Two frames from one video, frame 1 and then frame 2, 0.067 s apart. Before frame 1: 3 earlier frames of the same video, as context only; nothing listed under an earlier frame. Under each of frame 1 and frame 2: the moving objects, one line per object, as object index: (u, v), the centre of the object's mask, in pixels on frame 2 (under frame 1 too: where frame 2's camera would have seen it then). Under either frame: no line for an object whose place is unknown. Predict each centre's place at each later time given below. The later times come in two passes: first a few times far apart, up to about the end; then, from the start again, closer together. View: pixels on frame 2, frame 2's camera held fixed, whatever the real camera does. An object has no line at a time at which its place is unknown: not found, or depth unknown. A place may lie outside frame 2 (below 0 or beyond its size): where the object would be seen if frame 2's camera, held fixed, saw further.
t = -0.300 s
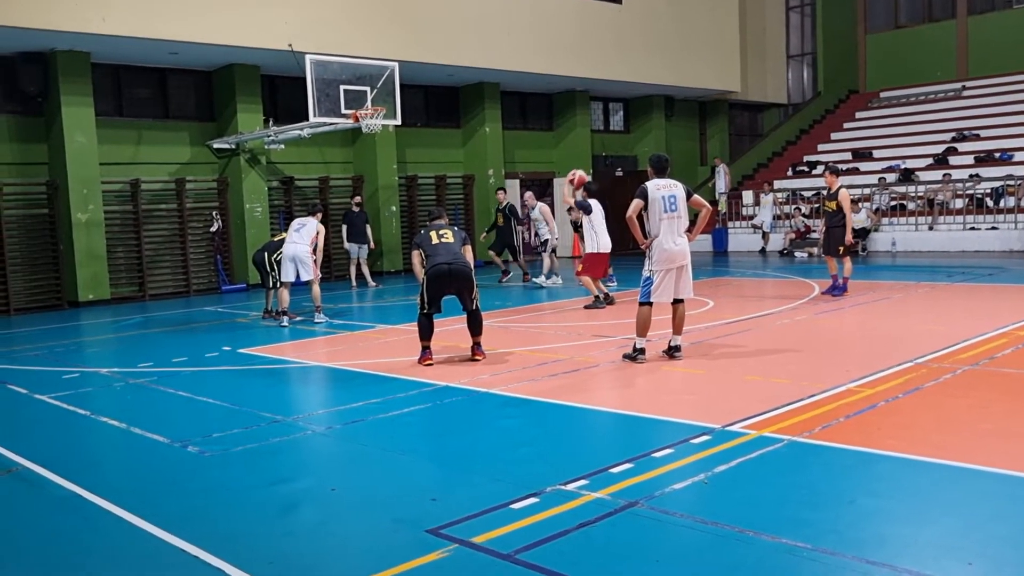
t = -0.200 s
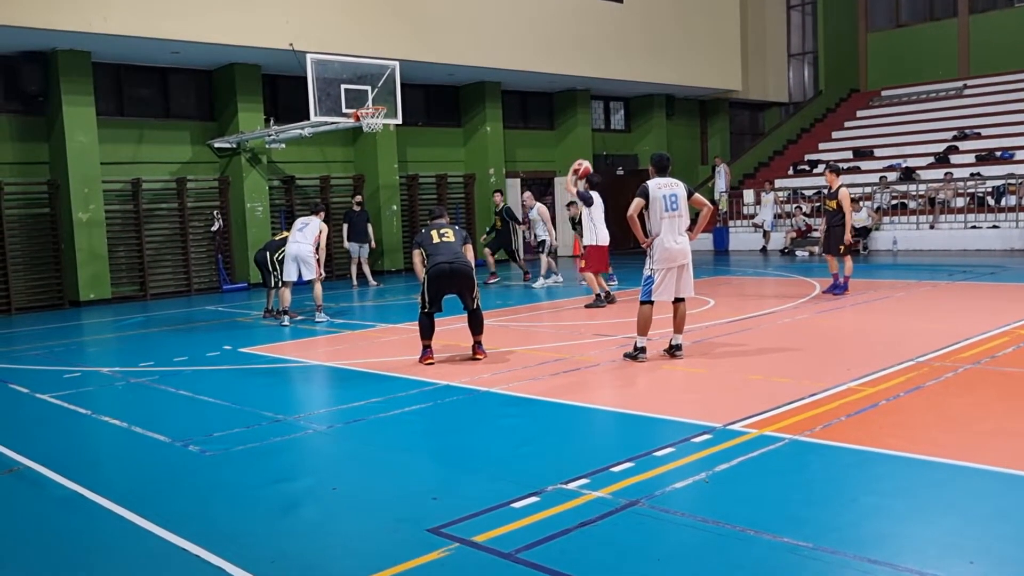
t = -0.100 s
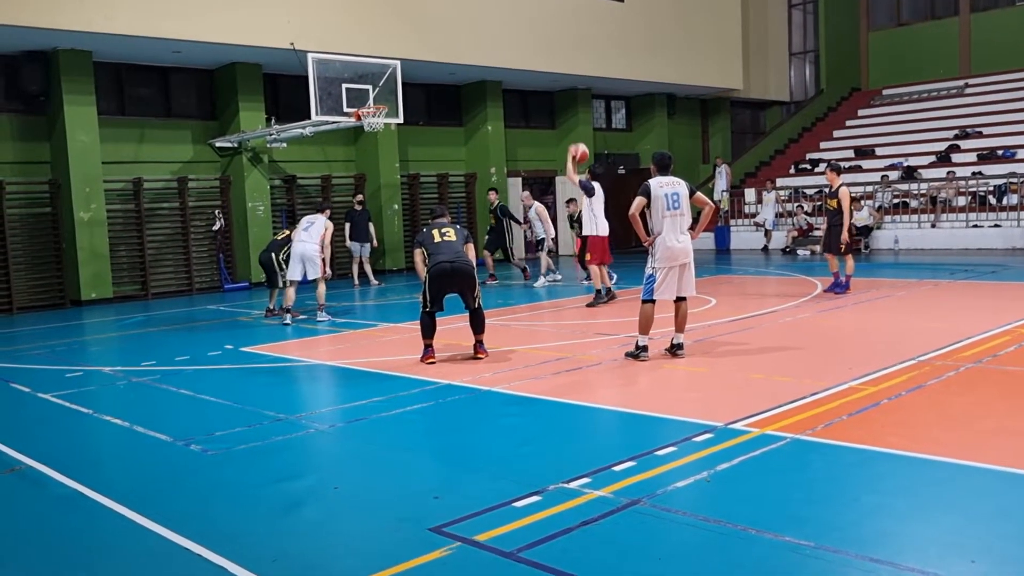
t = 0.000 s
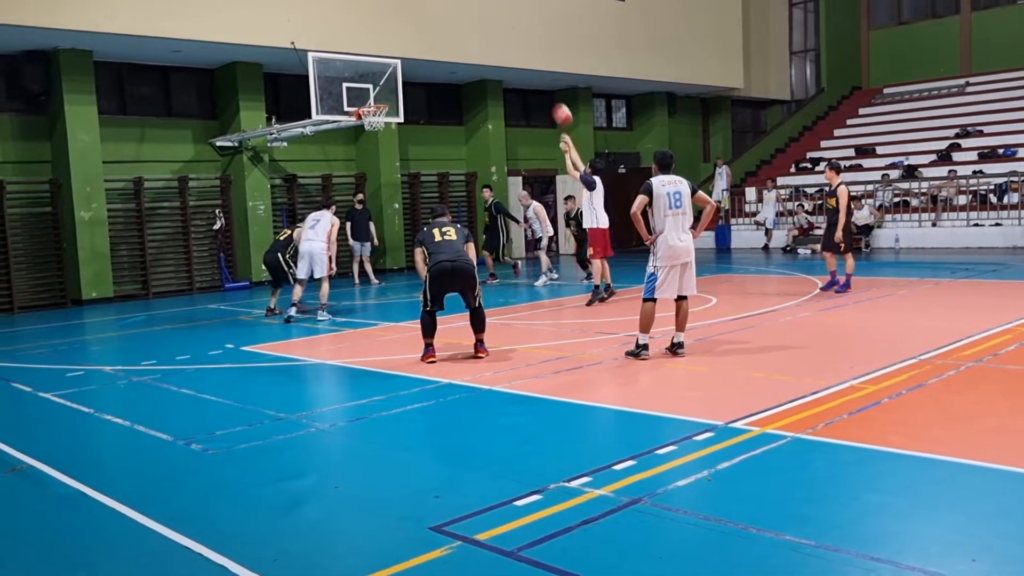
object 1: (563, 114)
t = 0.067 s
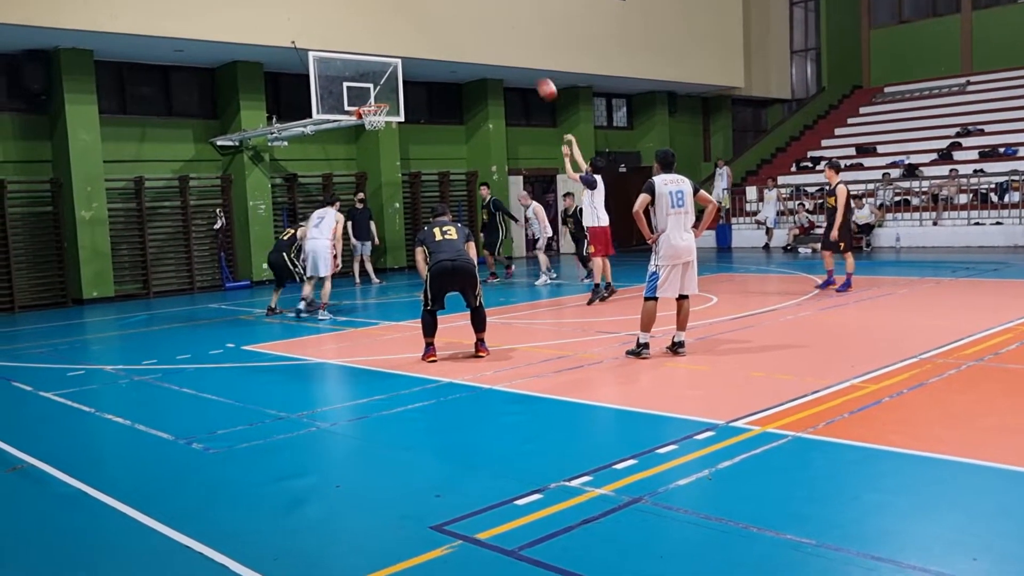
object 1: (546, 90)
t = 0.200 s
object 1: (517, 52)
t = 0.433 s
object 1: (471, 19)
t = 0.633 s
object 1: (437, 21)
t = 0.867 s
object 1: (402, 51)
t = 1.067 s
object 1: (378, 98)
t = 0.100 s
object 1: (540, 80)
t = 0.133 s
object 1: (533, 71)
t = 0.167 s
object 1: (525, 60)
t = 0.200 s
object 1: (517, 52)
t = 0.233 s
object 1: (511, 45)
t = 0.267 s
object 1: (504, 39)
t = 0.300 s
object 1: (497, 33)
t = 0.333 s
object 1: (490, 28)
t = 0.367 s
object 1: (484, 25)
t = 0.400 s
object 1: (477, 21)
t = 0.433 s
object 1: (471, 19)
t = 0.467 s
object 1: (465, 17)
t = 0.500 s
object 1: (459, 17)
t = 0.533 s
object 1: (454, 16)
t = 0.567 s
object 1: (448, 17)
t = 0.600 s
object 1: (442, 19)
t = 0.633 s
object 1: (437, 21)
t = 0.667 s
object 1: (431, 23)
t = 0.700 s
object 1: (426, 27)
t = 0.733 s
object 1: (421, 31)
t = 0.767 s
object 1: (416, 35)
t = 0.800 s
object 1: (411, 40)
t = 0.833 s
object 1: (407, 46)
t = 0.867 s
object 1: (402, 51)
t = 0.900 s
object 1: (398, 58)
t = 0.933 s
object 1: (394, 66)
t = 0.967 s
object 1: (390, 73)
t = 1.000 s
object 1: (386, 82)
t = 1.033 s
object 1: (382, 92)
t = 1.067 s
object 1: (378, 98)
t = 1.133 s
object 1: (370, 110)
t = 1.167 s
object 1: (368, 122)
